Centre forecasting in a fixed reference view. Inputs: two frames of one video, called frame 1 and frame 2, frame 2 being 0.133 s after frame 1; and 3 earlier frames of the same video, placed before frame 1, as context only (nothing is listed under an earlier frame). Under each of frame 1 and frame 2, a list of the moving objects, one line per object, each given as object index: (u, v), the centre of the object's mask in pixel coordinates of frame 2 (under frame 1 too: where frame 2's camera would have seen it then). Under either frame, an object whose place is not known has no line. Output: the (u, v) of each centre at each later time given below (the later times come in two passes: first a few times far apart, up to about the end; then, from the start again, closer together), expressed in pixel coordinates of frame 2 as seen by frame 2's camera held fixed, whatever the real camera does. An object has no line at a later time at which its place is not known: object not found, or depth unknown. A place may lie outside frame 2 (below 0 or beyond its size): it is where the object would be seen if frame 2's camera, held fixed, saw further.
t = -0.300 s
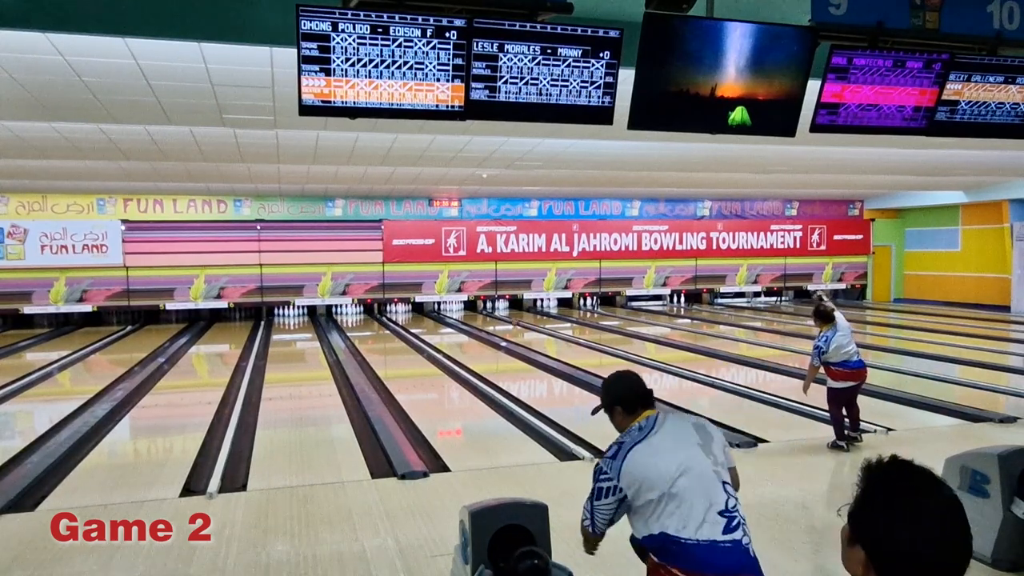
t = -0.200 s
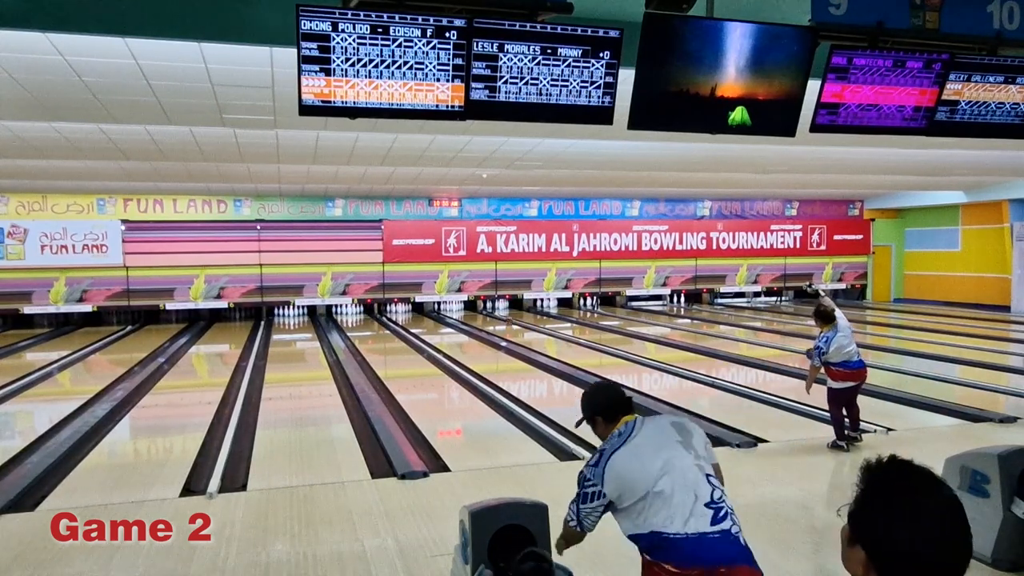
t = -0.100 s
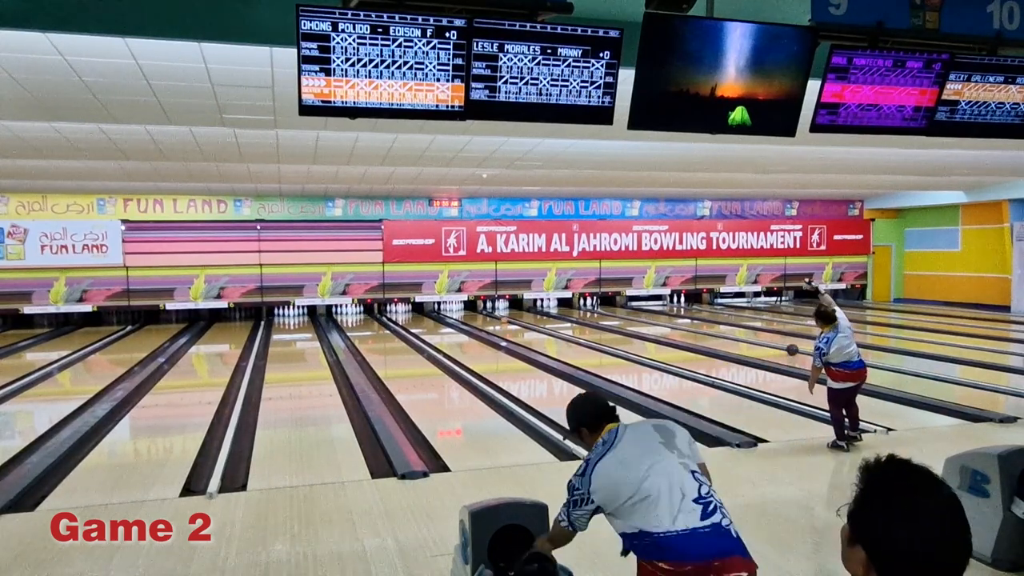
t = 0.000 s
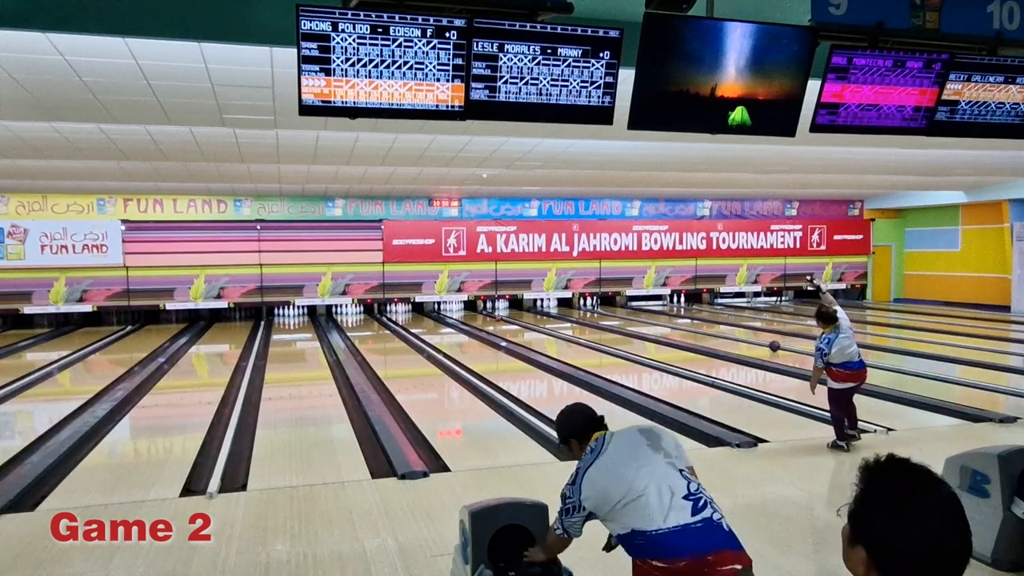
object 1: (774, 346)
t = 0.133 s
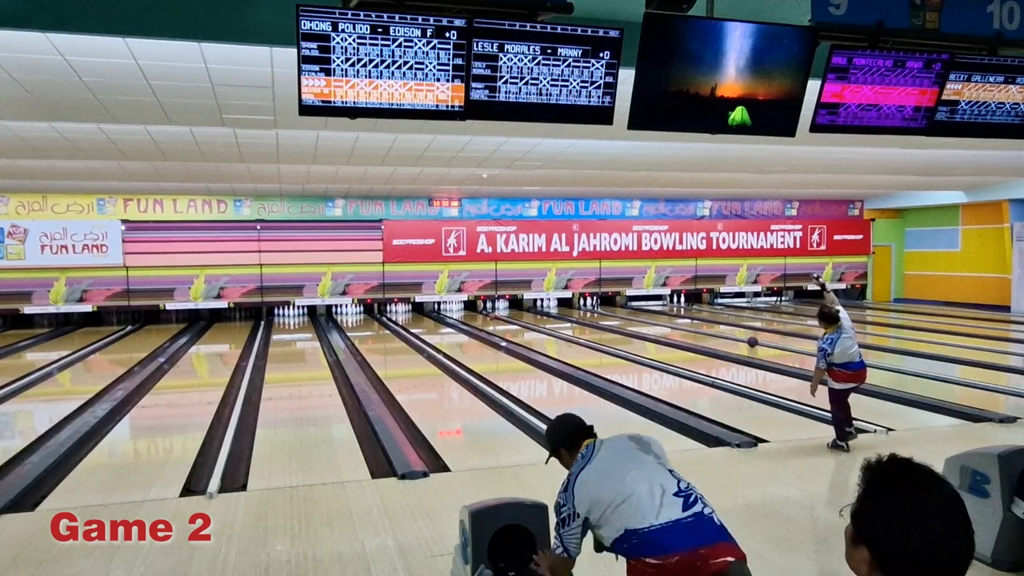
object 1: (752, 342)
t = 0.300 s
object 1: (727, 337)
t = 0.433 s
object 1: (710, 333)
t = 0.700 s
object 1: (678, 327)
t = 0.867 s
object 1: (661, 324)
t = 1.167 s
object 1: (634, 319)
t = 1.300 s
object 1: (623, 317)
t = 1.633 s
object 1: (600, 312)
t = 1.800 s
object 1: (593, 311)
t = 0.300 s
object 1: (727, 337)
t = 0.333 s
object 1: (723, 336)
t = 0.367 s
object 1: (719, 335)
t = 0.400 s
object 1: (714, 334)
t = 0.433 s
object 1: (710, 333)
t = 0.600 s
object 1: (690, 329)
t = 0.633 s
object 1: (685, 328)
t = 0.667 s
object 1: (682, 328)
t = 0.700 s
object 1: (678, 327)
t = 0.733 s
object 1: (675, 326)
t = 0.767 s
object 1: (671, 326)
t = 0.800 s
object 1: (668, 325)
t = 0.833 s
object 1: (665, 325)
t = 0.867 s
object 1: (661, 324)
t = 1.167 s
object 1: (634, 319)
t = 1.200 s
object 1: (631, 318)
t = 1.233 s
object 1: (629, 317)
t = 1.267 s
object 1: (626, 317)
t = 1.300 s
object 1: (623, 317)
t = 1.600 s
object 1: (601, 313)
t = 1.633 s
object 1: (600, 312)
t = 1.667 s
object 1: (598, 312)
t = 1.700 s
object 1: (596, 312)
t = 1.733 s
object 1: (595, 311)
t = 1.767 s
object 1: (594, 311)
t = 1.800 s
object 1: (593, 311)
